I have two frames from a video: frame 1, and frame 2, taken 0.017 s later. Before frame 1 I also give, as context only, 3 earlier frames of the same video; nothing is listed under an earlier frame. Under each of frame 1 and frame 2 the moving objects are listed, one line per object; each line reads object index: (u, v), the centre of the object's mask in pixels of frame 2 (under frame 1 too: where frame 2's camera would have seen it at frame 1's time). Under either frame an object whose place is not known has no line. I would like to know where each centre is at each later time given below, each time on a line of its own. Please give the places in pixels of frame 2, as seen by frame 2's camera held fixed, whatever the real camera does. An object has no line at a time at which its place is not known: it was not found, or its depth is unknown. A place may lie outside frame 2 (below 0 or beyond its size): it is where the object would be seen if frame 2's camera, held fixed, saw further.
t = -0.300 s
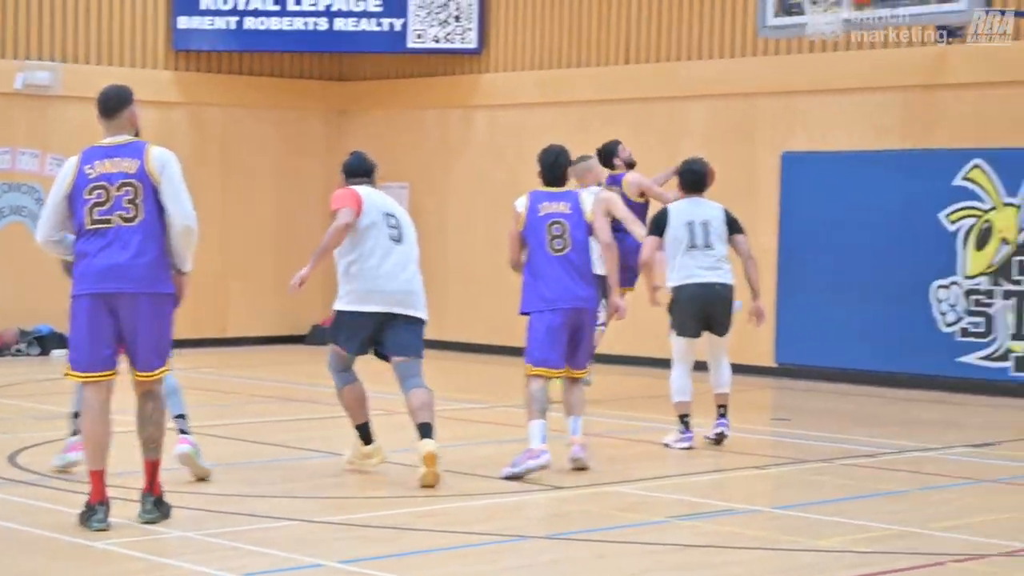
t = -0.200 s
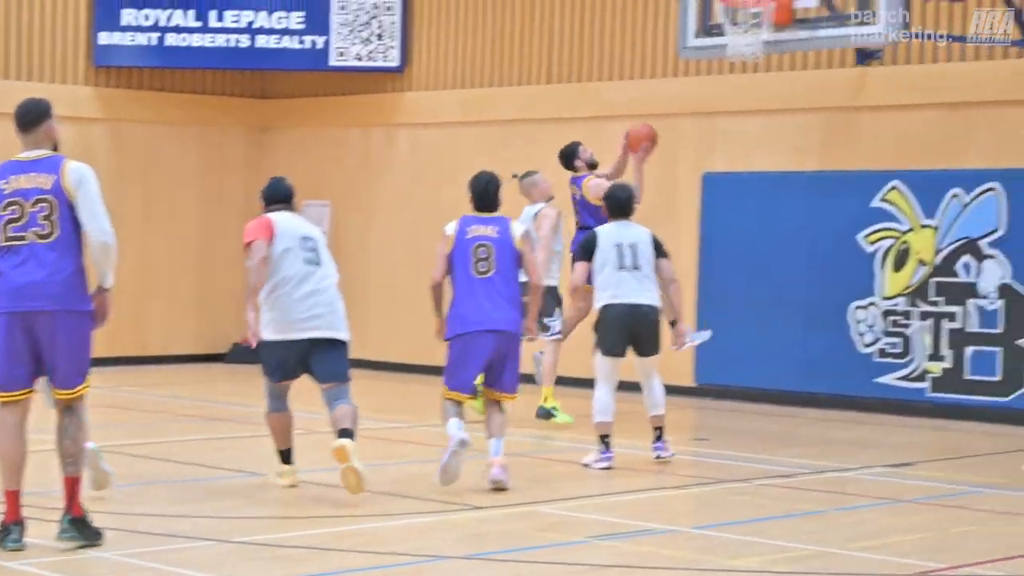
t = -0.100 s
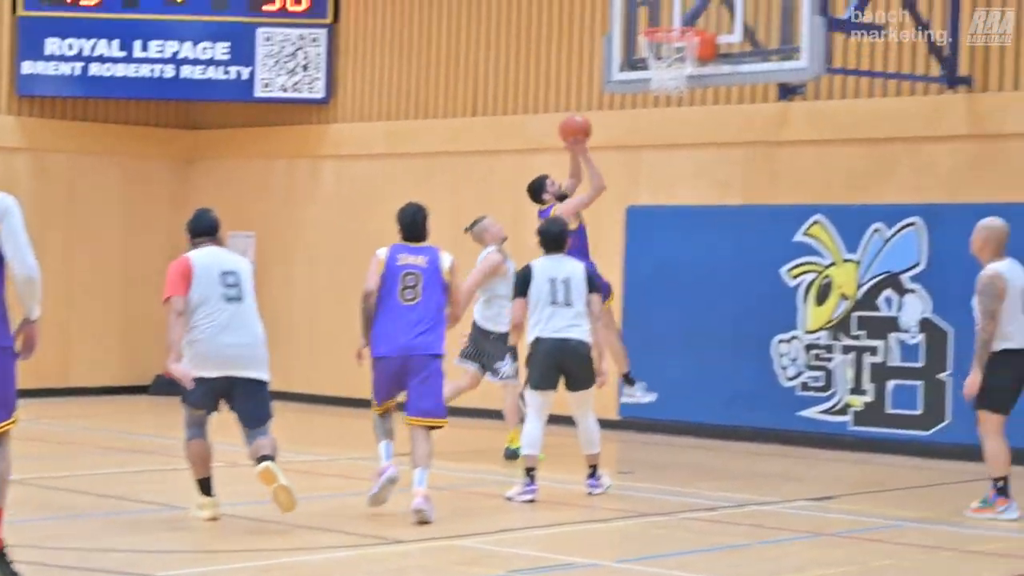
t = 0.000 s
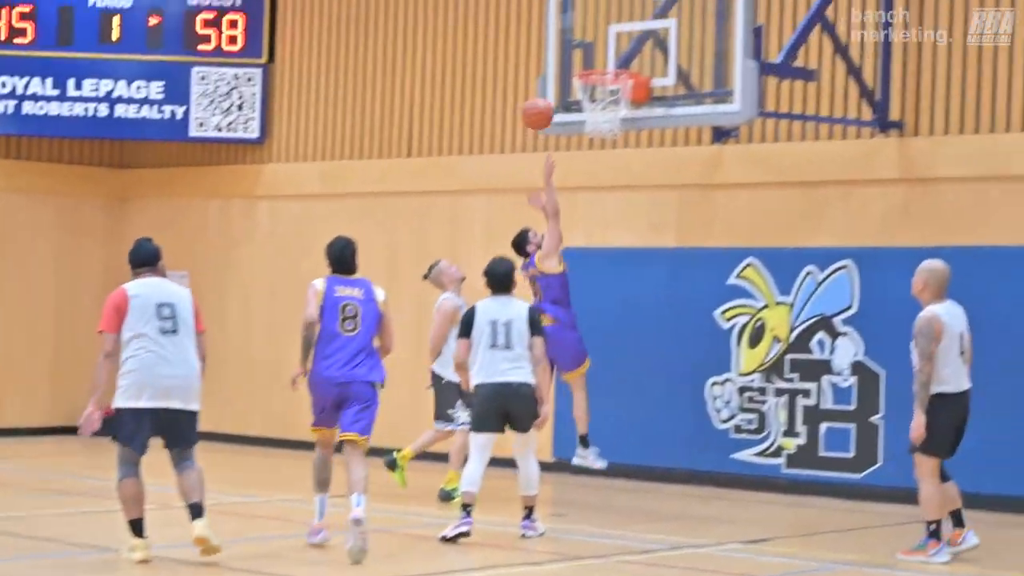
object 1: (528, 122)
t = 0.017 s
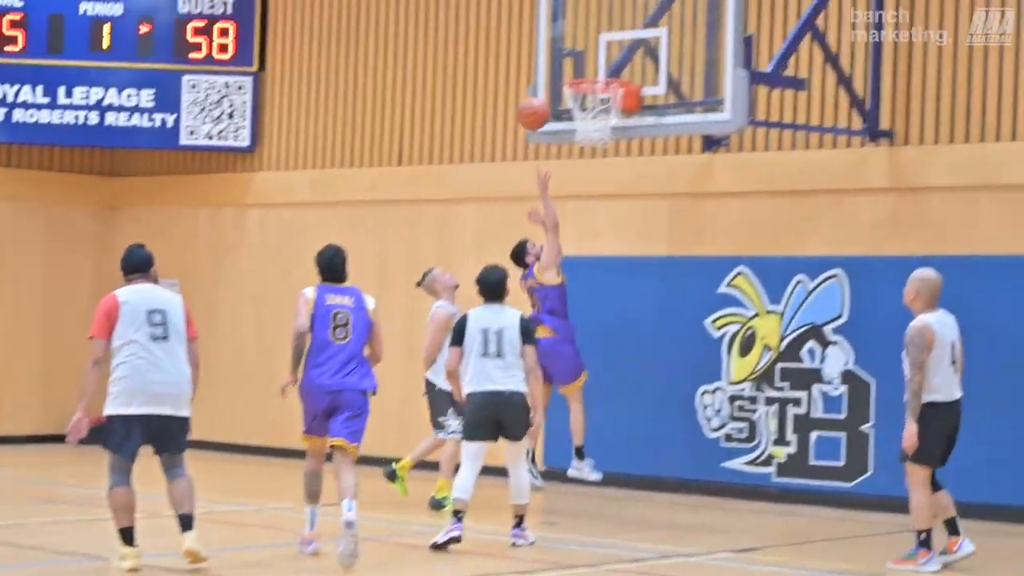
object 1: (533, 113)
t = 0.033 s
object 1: (538, 105)
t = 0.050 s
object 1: (543, 97)
